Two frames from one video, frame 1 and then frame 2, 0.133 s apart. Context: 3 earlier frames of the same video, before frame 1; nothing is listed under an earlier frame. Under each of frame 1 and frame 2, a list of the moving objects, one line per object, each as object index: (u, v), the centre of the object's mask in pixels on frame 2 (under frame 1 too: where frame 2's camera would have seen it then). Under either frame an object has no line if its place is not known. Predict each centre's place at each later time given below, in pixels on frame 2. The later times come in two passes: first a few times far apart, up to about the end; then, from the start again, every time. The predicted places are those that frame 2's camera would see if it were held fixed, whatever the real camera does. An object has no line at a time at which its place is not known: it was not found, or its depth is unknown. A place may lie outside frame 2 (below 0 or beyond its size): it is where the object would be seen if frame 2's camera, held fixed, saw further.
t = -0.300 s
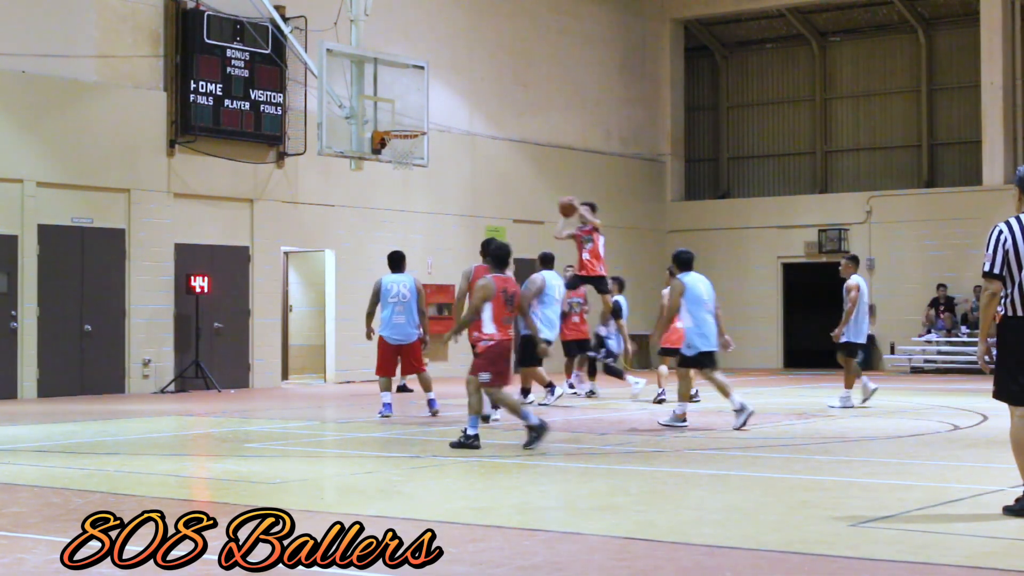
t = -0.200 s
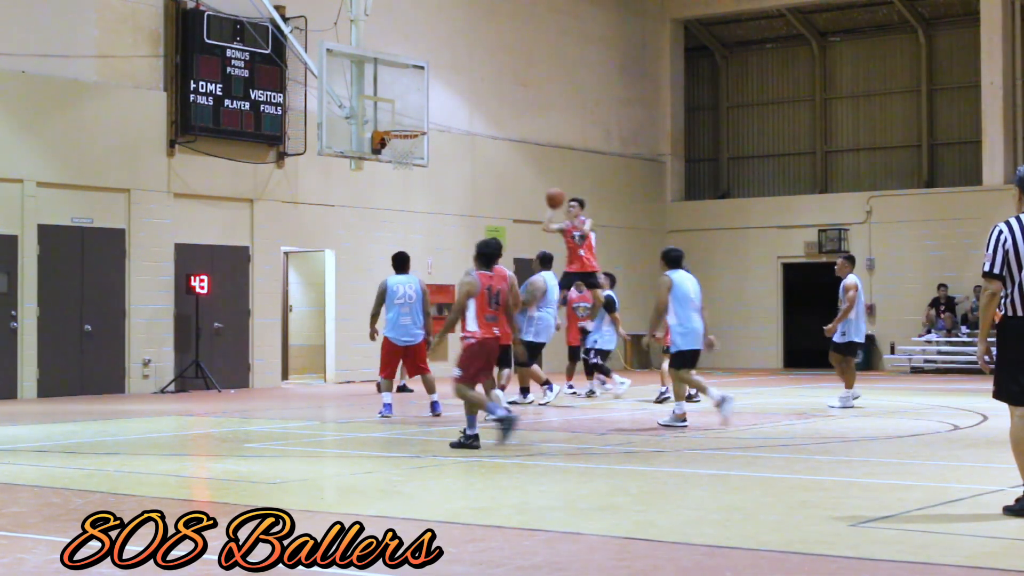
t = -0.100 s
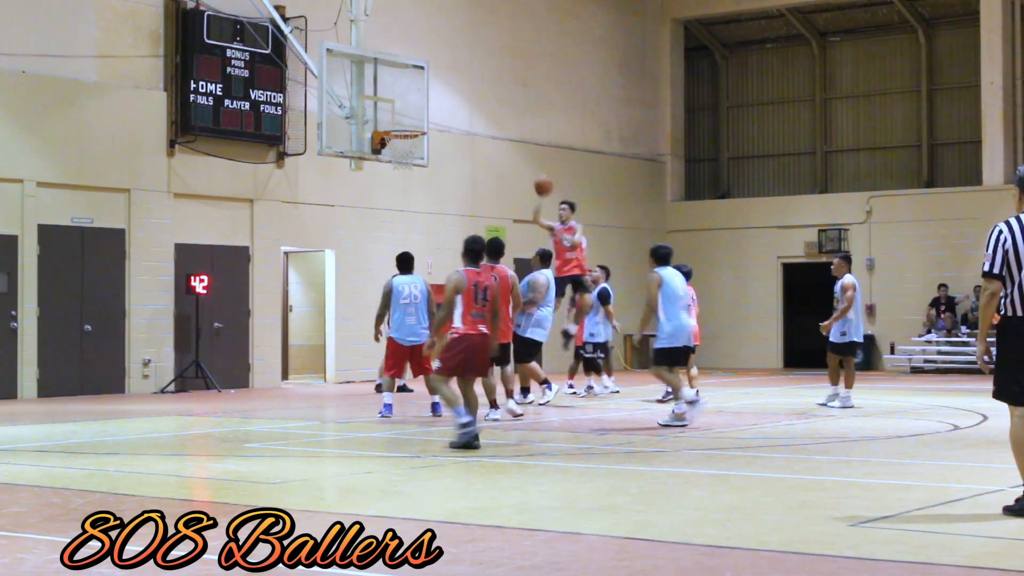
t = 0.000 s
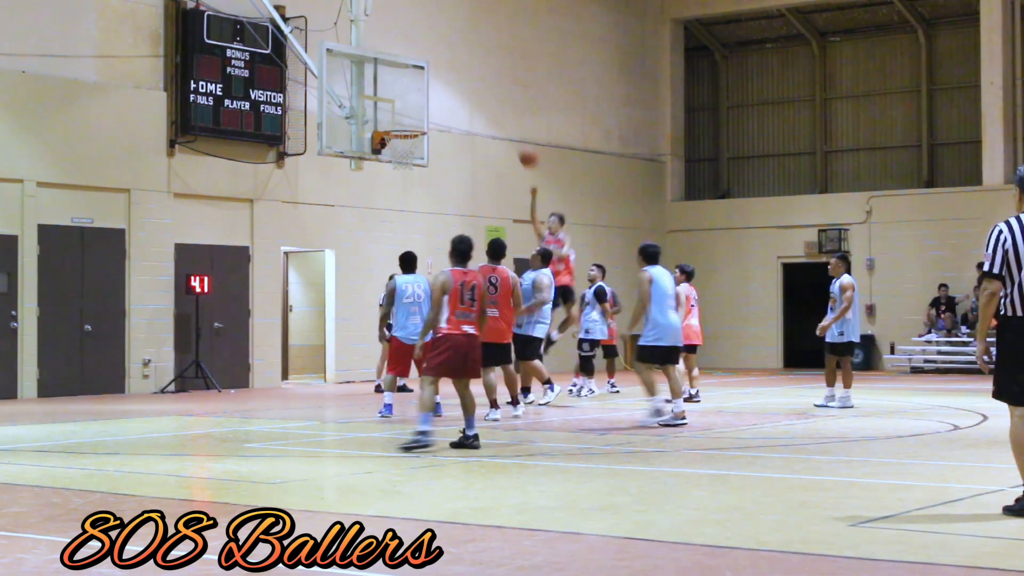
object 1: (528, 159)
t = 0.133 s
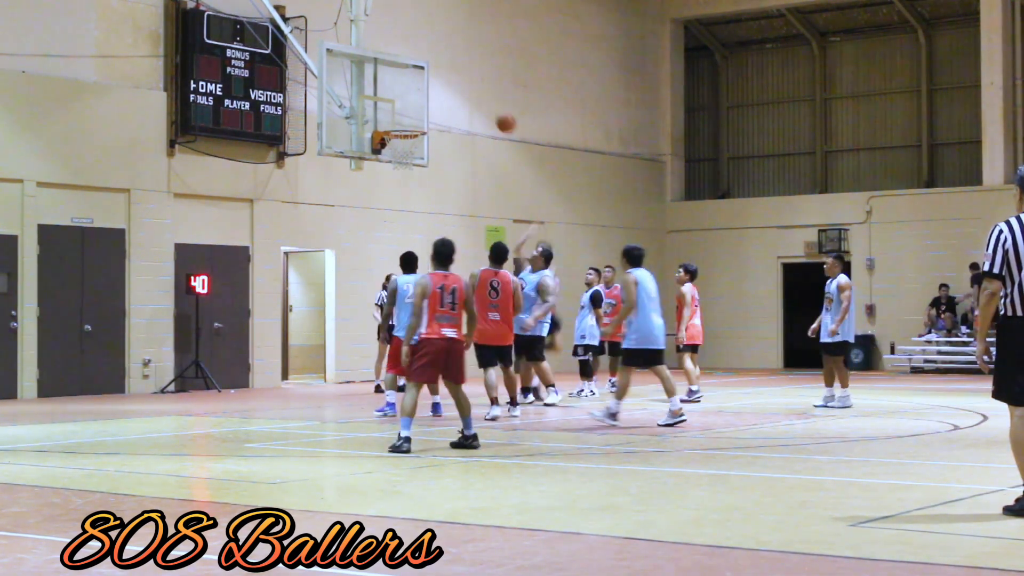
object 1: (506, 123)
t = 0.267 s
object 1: (483, 102)
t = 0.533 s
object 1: (433, 101)
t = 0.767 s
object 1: (391, 147)
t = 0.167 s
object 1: (500, 117)
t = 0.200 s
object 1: (494, 111)
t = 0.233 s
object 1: (488, 106)
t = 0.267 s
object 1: (483, 102)
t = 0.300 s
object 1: (477, 98)
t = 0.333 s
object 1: (471, 96)
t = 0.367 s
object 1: (465, 94)
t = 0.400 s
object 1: (459, 94)
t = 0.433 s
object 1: (452, 94)
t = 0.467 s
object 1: (446, 95)
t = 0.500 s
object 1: (440, 97)
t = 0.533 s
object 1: (433, 101)
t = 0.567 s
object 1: (427, 105)
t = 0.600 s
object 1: (421, 110)
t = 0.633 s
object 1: (414, 116)
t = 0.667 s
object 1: (408, 122)
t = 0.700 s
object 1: (401, 131)
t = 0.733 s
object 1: (394, 142)
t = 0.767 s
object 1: (391, 147)
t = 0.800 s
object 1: (390, 149)
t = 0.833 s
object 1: (392, 152)
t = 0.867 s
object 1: (393, 156)
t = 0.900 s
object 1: (394, 160)
